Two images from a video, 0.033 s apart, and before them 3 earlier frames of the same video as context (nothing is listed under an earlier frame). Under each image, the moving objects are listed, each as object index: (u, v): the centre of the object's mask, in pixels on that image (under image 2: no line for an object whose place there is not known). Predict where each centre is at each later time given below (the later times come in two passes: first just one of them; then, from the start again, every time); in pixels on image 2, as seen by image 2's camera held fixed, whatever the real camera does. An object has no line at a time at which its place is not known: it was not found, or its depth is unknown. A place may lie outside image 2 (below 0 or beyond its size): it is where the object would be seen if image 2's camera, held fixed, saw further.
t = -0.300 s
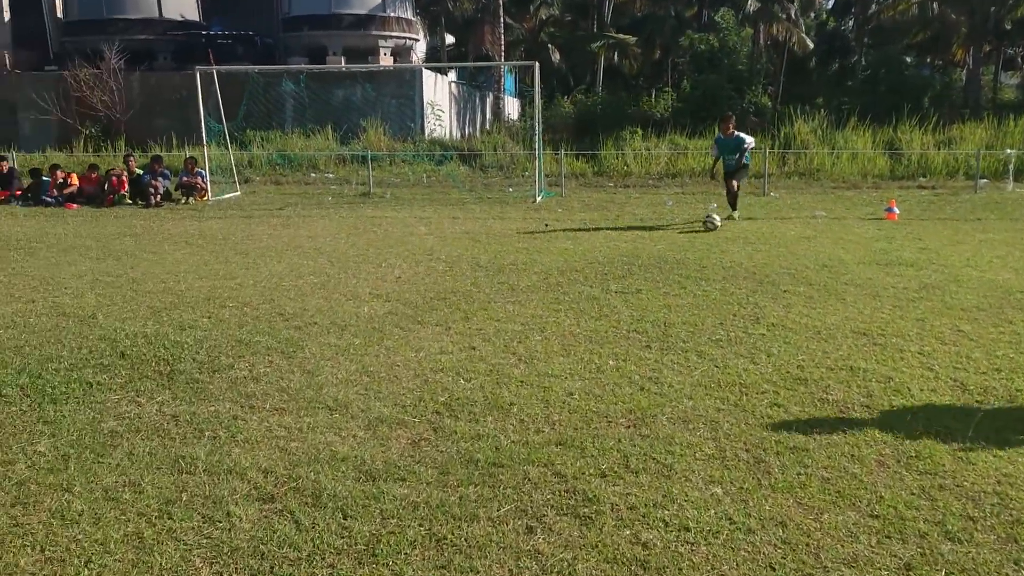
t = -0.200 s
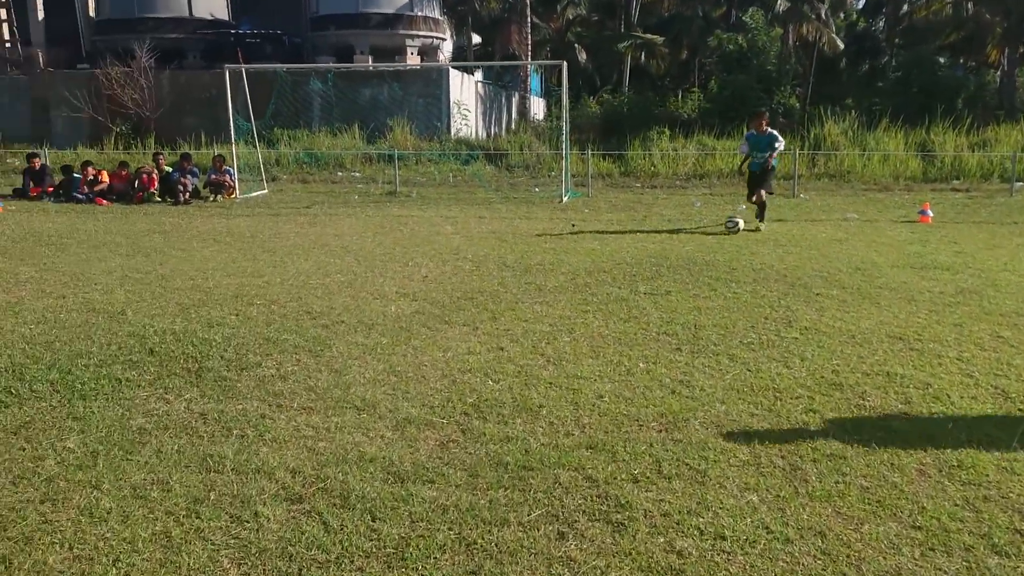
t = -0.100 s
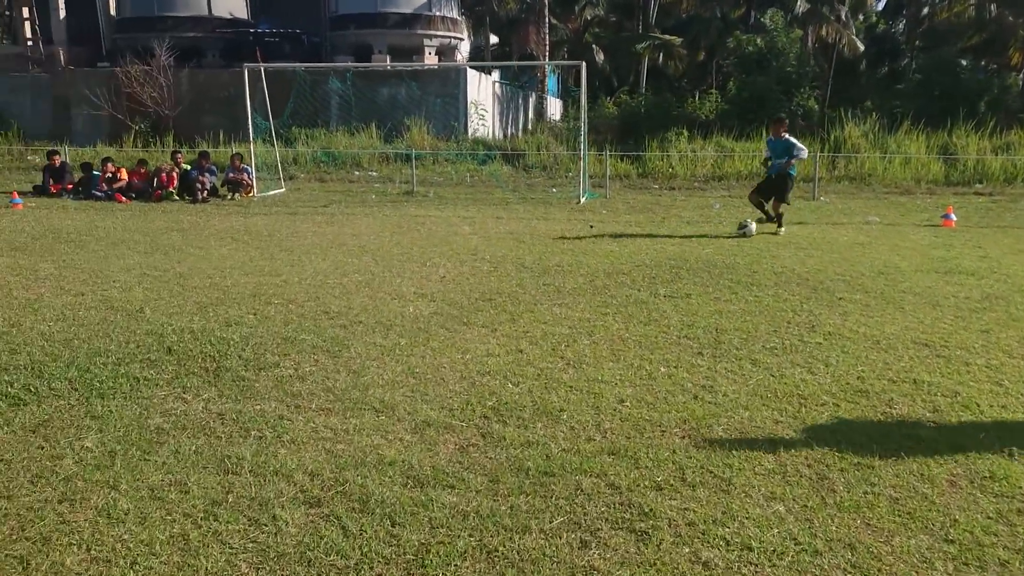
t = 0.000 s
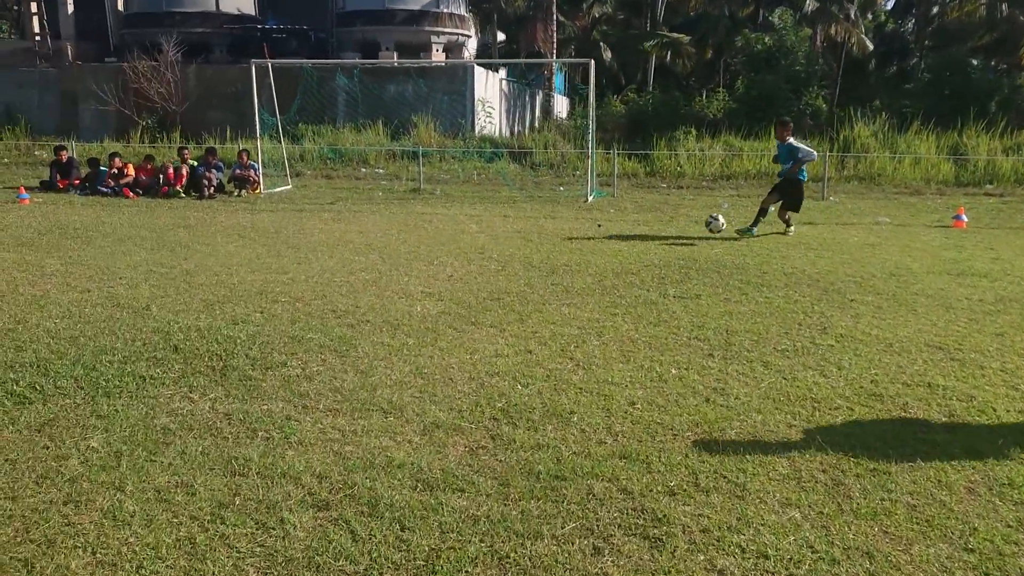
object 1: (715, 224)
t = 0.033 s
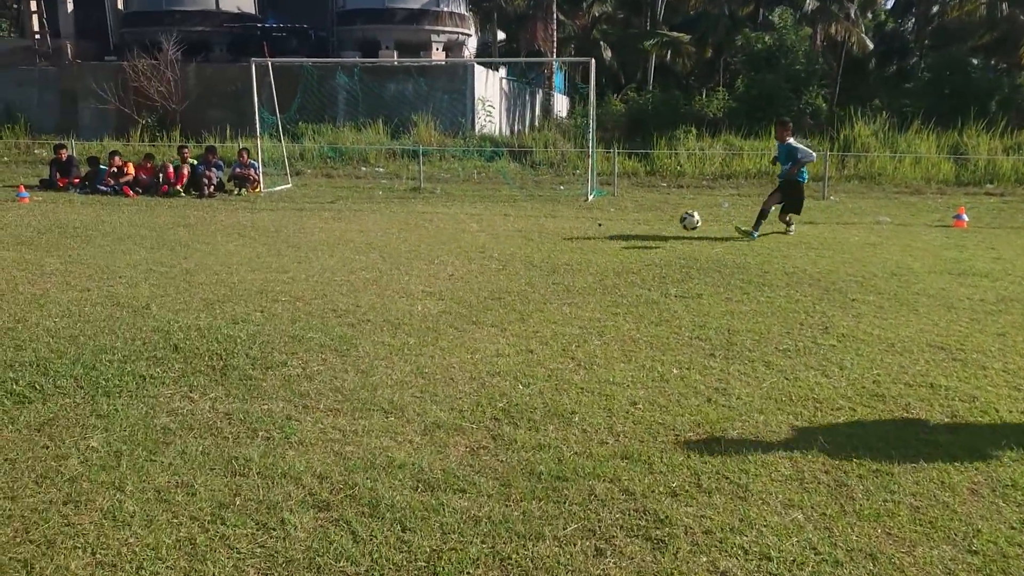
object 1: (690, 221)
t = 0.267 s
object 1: (456, 240)
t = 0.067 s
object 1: (663, 220)
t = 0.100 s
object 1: (634, 219)
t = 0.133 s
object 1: (603, 221)
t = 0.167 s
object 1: (570, 223)
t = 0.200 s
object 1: (535, 227)
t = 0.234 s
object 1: (496, 233)
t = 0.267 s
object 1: (456, 240)
